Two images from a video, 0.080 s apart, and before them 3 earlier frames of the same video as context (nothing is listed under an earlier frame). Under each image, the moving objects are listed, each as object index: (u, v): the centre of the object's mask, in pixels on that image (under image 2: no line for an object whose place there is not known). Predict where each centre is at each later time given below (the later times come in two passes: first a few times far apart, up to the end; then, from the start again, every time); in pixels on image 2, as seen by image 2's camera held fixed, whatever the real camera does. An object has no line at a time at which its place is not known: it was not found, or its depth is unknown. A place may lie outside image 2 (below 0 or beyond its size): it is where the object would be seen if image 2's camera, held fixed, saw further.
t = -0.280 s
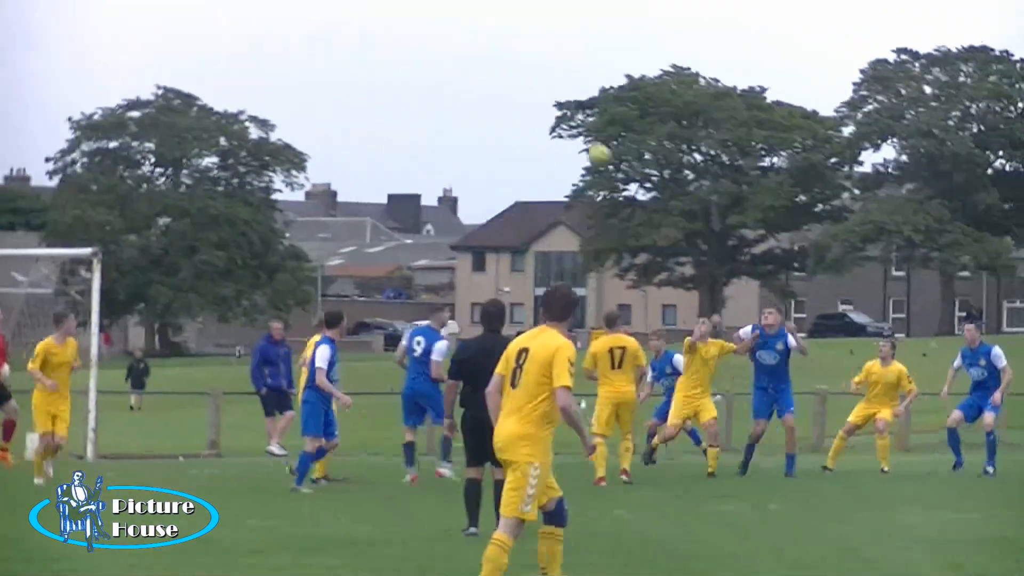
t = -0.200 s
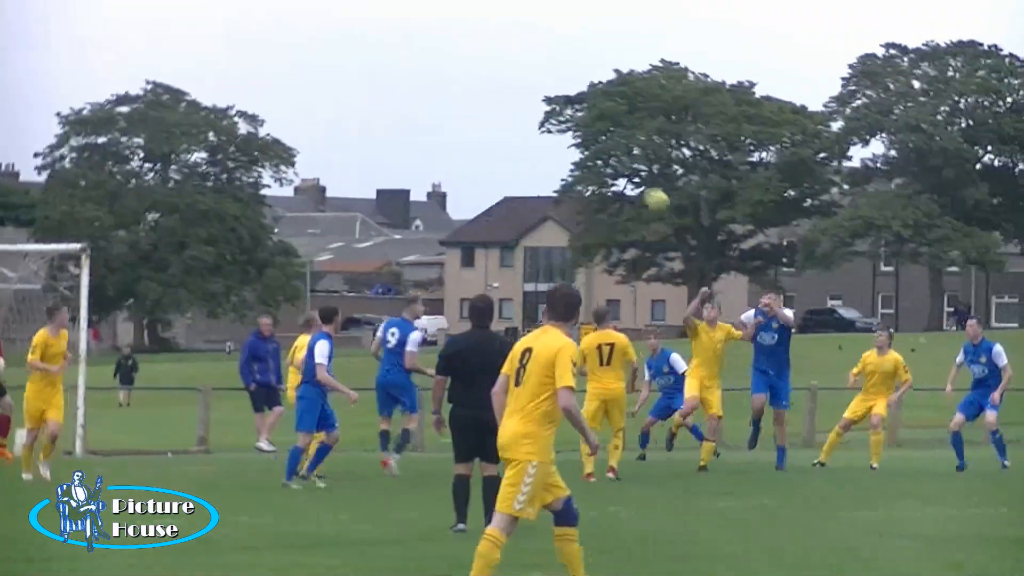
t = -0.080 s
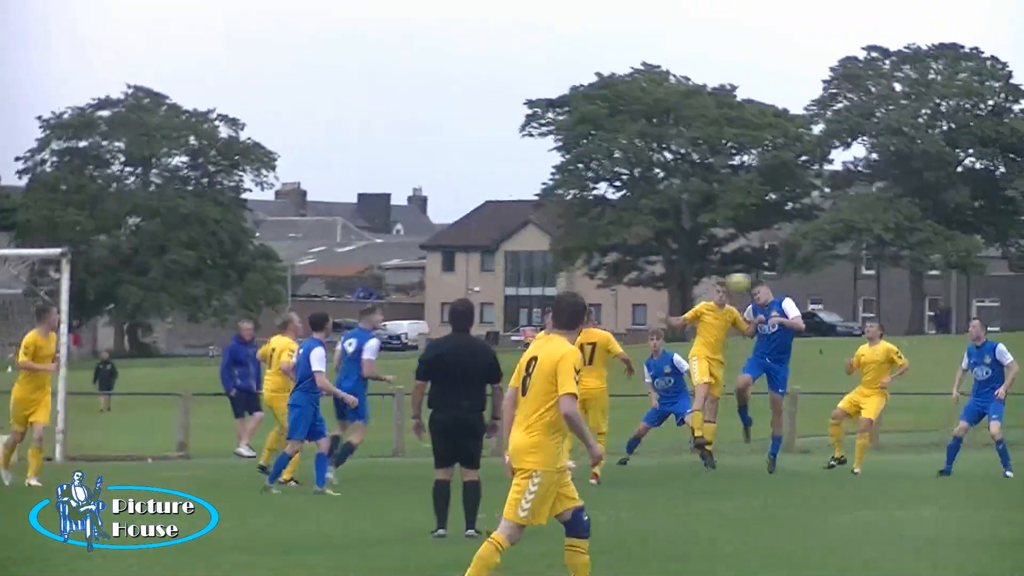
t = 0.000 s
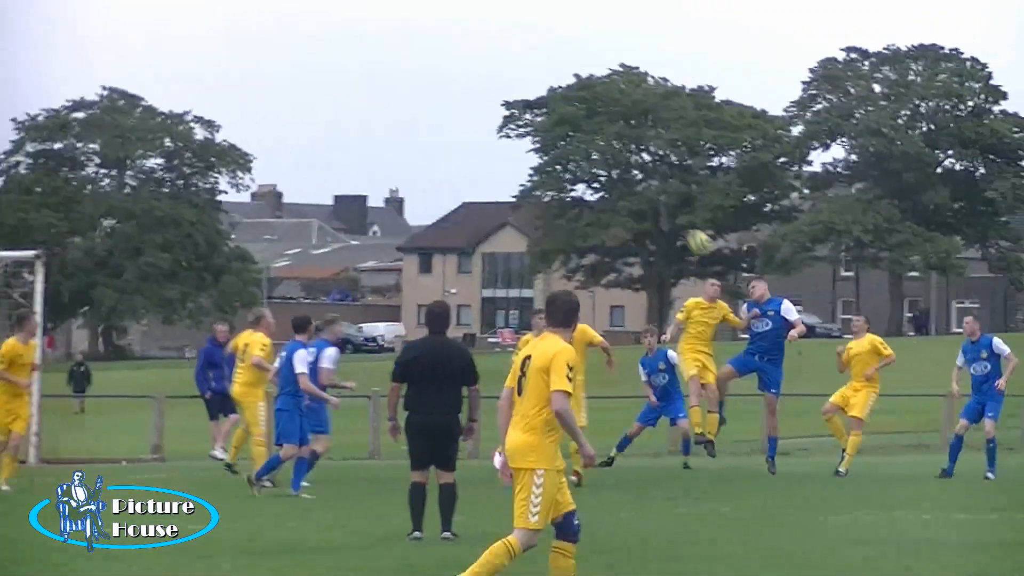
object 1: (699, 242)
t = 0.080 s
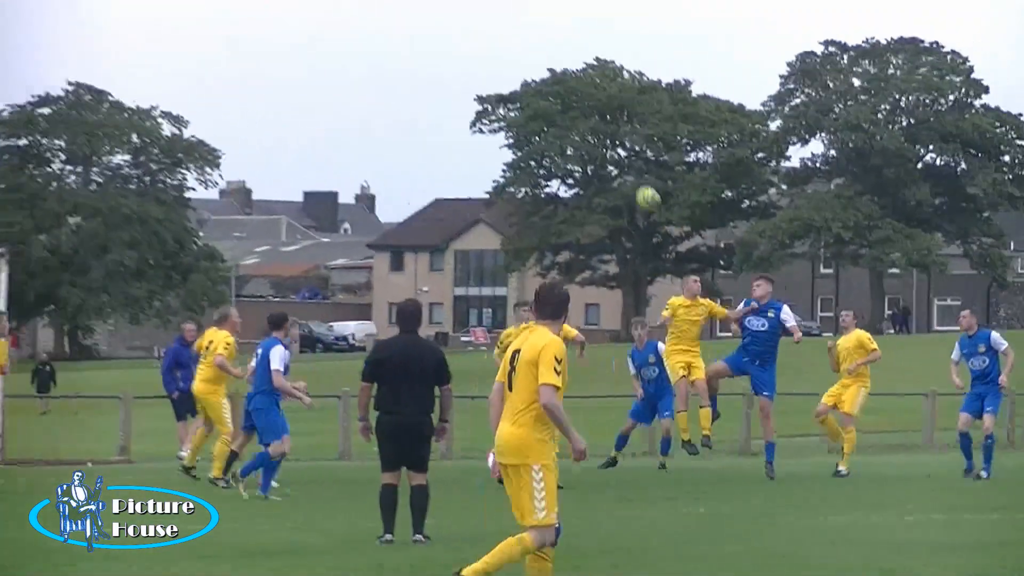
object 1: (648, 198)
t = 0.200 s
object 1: (610, 146)
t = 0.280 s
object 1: (586, 120)
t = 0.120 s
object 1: (635, 180)
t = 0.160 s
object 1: (623, 158)
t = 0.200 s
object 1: (610, 146)
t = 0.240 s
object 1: (600, 133)
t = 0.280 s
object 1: (586, 120)
